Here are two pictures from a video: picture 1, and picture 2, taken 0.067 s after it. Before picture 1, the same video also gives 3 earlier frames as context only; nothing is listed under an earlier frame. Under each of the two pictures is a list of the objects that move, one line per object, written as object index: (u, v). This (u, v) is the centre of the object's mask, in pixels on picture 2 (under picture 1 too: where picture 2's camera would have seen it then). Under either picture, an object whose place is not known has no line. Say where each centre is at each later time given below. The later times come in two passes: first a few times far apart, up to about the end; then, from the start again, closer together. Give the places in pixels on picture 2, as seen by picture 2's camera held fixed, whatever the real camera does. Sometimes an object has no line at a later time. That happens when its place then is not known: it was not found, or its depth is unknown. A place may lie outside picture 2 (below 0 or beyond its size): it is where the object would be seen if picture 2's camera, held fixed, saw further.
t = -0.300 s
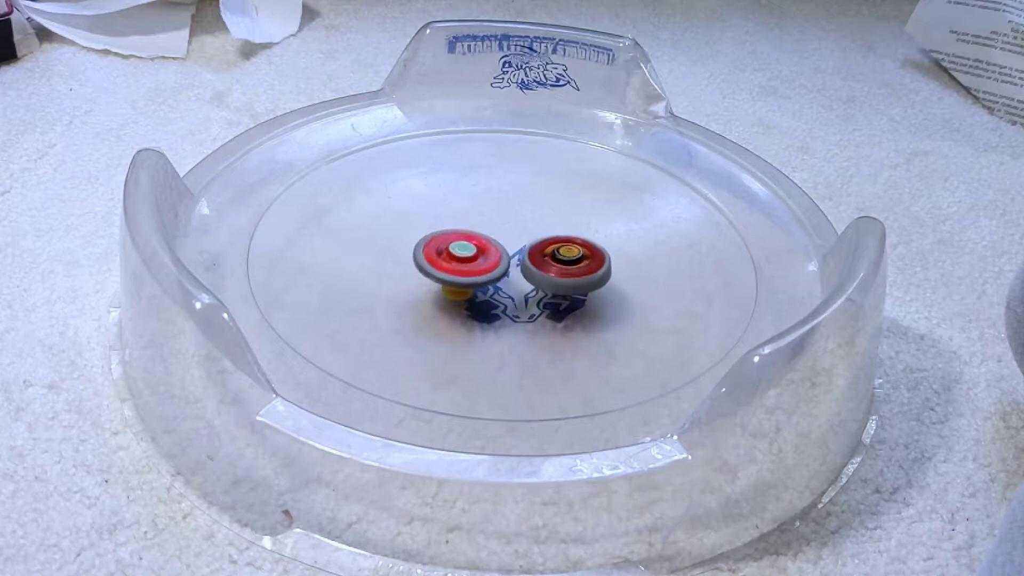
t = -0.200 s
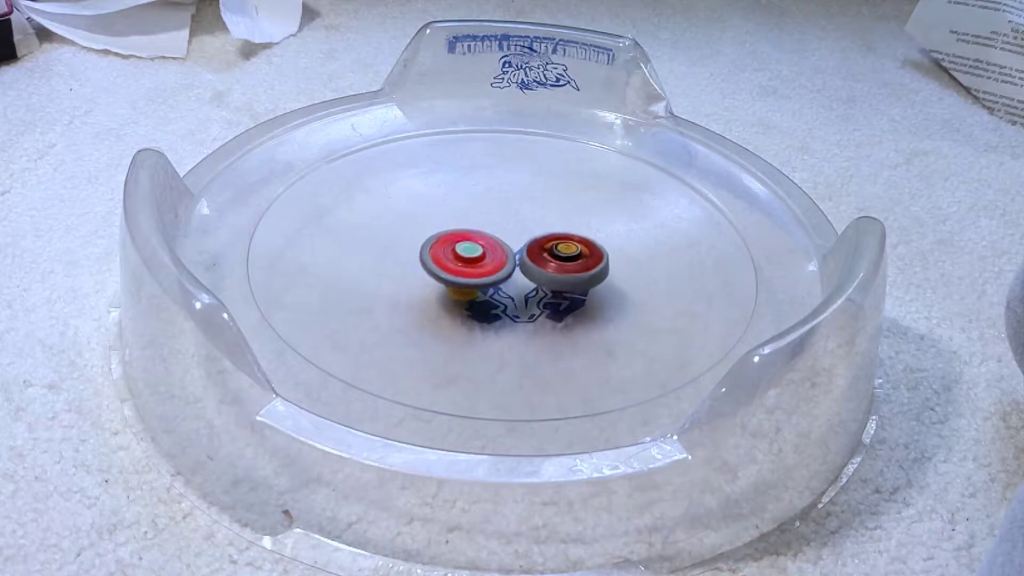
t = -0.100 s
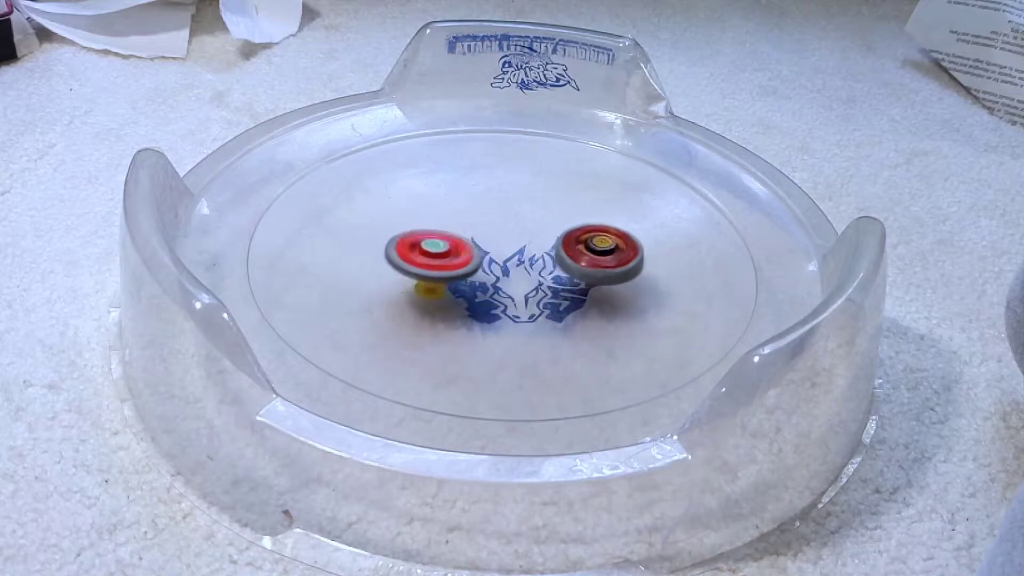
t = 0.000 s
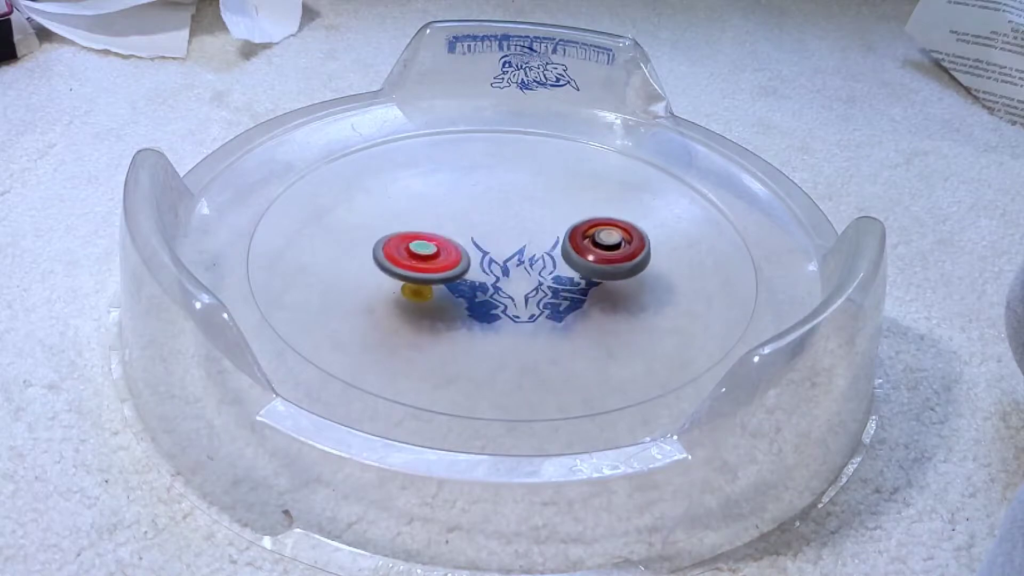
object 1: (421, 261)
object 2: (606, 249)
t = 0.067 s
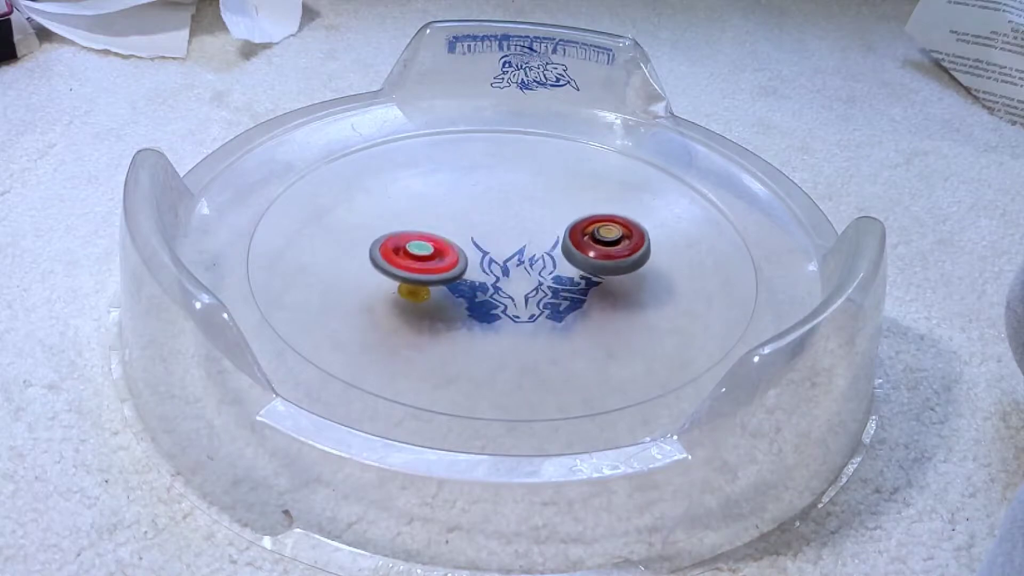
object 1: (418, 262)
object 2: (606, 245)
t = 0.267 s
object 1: (423, 262)
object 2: (599, 236)
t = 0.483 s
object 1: (454, 261)
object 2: (577, 232)
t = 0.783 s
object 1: (496, 266)
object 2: (548, 223)
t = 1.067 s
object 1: (520, 272)
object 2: (513, 216)
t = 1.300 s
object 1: (530, 273)
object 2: (486, 216)
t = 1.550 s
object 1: (530, 268)
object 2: (462, 220)
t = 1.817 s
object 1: (528, 260)
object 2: (439, 229)
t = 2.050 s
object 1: (522, 257)
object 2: (431, 240)
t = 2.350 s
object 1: (539, 254)
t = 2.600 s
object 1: (545, 256)
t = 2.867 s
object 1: (533, 258)
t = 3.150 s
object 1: (539, 247)
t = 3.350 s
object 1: (534, 243)
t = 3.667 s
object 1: (517, 241)
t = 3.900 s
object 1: (503, 236)
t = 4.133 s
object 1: (491, 237)
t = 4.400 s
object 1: (477, 235)
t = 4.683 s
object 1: (473, 234)
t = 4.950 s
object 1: (478, 242)
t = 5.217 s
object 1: (467, 245)
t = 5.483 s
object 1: (470, 247)
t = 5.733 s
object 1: (469, 245)
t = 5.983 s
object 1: (469, 241)
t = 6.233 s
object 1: (468, 239)
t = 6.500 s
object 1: (472, 236)
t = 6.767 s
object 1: (471, 234)
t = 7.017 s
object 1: (463, 234)
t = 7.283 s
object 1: (457, 238)
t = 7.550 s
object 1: (446, 242)
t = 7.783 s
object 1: (448, 246)
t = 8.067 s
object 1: (442, 250)
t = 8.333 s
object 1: (439, 257)
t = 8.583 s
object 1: (448, 266)
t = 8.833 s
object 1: (463, 274)
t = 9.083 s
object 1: (479, 280)
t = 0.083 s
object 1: (417, 262)
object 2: (606, 244)
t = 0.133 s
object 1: (418, 262)
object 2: (605, 242)
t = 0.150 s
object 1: (418, 262)
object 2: (604, 241)
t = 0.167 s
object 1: (418, 262)
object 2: (604, 240)
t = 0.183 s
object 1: (418, 262)
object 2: (603, 239)
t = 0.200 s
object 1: (419, 262)
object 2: (603, 239)
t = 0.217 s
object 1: (420, 262)
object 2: (602, 238)
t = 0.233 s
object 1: (420, 262)
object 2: (601, 238)
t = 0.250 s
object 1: (421, 262)
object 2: (600, 237)
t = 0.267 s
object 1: (423, 262)
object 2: (599, 236)
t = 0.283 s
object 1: (425, 262)
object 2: (597, 236)
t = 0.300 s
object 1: (426, 262)
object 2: (596, 235)
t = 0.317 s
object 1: (428, 262)
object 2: (595, 235)
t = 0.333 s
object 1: (430, 262)
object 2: (593, 234)
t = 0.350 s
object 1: (433, 262)
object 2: (592, 234)
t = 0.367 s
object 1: (435, 262)
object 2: (590, 234)
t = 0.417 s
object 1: (443, 262)
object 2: (585, 233)
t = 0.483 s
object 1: (454, 261)
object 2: (577, 232)
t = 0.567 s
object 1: (469, 260)
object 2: (566, 231)
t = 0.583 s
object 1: (473, 260)
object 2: (563, 231)
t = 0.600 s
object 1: (476, 260)
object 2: (561, 231)
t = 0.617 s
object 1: (479, 260)
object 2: (559, 231)
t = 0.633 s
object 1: (482, 259)
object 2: (557, 230)
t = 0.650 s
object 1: (485, 259)
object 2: (556, 230)
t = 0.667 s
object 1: (486, 260)
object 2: (556, 229)
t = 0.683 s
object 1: (488, 260)
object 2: (555, 228)
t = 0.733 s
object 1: (491, 263)
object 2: (552, 225)
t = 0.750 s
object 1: (493, 264)
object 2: (551, 224)
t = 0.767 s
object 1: (494, 265)
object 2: (550, 223)
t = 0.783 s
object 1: (496, 266)
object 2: (548, 223)
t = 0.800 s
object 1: (498, 267)
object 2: (546, 222)
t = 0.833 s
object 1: (501, 268)
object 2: (542, 221)
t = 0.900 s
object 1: (506, 269)
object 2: (534, 219)
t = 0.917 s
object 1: (508, 270)
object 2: (531, 218)
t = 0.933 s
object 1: (509, 271)
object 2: (529, 218)
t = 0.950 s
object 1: (511, 271)
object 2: (527, 218)
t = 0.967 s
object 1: (512, 271)
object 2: (525, 218)
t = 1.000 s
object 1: (515, 272)
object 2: (521, 217)
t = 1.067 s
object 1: (520, 272)
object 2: (513, 216)
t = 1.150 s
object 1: (526, 273)
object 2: (503, 216)
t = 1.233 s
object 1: (528, 273)
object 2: (493, 216)
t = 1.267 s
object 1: (529, 273)
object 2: (490, 215)
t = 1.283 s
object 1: (529, 273)
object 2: (488, 215)
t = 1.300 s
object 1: (530, 273)
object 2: (486, 216)
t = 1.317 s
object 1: (530, 273)
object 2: (484, 216)
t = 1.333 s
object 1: (530, 273)
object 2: (483, 216)
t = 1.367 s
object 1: (530, 272)
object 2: (479, 216)
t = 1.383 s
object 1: (530, 272)
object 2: (478, 216)
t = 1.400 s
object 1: (531, 272)
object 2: (476, 217)
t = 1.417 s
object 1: (531, 271)
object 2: (474, 217)
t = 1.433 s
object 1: (531, 271)
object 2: (473, 217)
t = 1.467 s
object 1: (531, 270)
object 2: (470, 218)
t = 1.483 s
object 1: (531, 270)
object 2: (468, 218)
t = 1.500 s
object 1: (531, 270)
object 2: (466, 218)
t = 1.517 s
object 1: (530, 269)
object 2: (465, 219)
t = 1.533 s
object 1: (530, 269)
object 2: (463, 219)
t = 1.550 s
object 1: (530, 268)
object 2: (462, 220)
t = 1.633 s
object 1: (527, 264)
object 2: (455, 223)
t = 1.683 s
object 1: (525, 263)
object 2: (451, 225)
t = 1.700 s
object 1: (524, 262)
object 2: (450, 226)
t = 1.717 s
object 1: (523, 261)
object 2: (449, 227)
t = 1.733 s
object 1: (524, 261)
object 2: (447, 227)
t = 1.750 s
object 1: (526, 261)
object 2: (444, 227)
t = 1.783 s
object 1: (528, 261)
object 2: (441, 228)
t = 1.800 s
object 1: (528, 260)
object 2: (440, 228)
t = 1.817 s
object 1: (528, 260)
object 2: (439, 229)
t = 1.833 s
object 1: (528, 260)
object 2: (438, 229)
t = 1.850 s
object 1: (528, 259)
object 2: (437, 230)
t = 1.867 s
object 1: (528, 259)
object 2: (436, 231)
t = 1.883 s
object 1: (527, 259)
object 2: (435, 232)
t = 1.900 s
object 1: (527, 259)
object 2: (435, 232)
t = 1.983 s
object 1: (525, 258)
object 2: (432, 236)
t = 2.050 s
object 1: (522, 257)
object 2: (431, 240)
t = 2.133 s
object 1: (522, 256)
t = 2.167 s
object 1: (522, 256)
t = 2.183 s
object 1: (522, 256)
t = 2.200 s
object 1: (521, 256)
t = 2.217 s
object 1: (521, 256)
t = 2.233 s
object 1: (526, 255)
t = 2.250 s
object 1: (530, 255)
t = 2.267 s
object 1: (532, 255)
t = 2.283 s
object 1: (534, 255)
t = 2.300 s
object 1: (535, 254)
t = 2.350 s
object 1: (539, 254)
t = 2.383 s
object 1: (541, 254)
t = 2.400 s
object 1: (542, 254)
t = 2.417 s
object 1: (543, 254)
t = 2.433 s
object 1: (544, 254)
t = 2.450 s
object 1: (544, 255)
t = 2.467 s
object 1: (545, 255)
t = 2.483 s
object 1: (545, 255)
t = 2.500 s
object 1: (545, 255)
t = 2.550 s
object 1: (545, 255)
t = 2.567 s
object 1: (545, 255)
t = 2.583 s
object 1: (545, 255)
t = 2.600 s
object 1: (545, 256)
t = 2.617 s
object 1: (544, 256)
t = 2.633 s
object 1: (544, 256)
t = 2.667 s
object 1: (543, 256)
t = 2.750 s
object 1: (538, 258)
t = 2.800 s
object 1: (535, 258)
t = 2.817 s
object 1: (533, 259)
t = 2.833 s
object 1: (532, 259)
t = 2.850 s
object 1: (533, 258)
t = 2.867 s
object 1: (533, 258)
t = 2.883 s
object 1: (532, 258)
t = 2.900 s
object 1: (532, 257)
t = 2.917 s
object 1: (532, 257)
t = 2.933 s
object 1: (533, 256)
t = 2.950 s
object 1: (532, 256)
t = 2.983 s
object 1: (532, 255)
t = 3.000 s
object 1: (532, 255)
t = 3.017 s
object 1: (531, 255)
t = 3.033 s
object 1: (534, 253)
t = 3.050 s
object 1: (536, 251)
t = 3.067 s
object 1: (537, 251)
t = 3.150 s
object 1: (539, 247)
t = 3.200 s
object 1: (538, 245)
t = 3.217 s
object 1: (538, 245)
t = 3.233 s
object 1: (538, 245)
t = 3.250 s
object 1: (538, 244)
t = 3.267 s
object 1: (537, 244)
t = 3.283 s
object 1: (537, 243)
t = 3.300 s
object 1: (536, 243)
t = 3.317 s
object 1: (536, 243)
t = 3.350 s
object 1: (534, 243)
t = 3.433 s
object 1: (531, 243)
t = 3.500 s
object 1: (527, 243)
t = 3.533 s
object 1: (525, 243)
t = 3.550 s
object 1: (524, 243)
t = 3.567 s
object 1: (523, 243)
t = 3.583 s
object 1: (522, 242)
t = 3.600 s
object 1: (521, 242)
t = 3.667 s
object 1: (517, 241)
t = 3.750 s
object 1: (512, 238)
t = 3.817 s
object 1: (508, 236)
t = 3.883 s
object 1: (504, 236)
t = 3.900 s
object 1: (503, 236)
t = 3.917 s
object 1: (502, 235)
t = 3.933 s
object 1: (501, 235)
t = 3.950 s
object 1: (500, 235)
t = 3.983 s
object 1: (498, 235)
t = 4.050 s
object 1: (495, 235)
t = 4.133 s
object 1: (491, 237)
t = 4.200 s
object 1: (488, 237)
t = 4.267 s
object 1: (484, 238)
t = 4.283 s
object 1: (482, 239)
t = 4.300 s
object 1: (481, 239)
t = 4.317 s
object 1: (480, 238)
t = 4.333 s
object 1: (480, 237)
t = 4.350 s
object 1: (479, 238)
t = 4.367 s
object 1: (479, 236)
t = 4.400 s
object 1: (477, 235)
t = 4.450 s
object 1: (476, 234)
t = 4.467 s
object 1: (475, 234)
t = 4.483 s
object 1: (475, 234)
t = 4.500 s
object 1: (474, 234)
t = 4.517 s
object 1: (474, 233)
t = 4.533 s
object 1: (474, 233)
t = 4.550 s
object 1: (473, 234)
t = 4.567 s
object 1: (473, 233)
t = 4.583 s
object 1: (473, 234)
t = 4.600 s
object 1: (473, 233)
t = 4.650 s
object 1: (473, 234)
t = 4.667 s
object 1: (473, 234)
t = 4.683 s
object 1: (473, 234)
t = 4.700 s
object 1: (473, 234)
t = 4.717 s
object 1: (474, 235)
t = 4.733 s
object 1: (474, 235)
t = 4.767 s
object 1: (475, 236)
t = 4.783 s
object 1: (475, 236)
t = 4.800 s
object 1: (475, 236)
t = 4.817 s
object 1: (476, 237)
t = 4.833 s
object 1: (476, 237)
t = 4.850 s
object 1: (476, 238)
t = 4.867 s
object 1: (476, 238)
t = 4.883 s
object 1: (477, 239)
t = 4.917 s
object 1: (478, 241)
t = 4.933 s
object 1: (478, 241)
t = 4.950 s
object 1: (478, 242)
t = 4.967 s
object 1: (477, 242)
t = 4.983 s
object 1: (477, 242)
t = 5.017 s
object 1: (475, 243)
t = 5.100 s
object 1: (474, 246)
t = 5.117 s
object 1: (473, 246)
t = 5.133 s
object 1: (471, 245)
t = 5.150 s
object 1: (470, 245)
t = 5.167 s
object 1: (469, 245)
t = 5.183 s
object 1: (468, 245)
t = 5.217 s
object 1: (467, 245)
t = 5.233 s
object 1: (467, 246)
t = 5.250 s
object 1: (466, 245)
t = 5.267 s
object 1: (466, 245)
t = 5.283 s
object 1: (466, 246)
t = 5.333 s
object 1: (466, 246)
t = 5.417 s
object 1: (467, 246)
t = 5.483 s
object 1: (470, 247)
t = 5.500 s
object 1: (470, 247)
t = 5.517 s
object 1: (471, 248)
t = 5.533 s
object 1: (471, 248)
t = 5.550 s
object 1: (472, 248)
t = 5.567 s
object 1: (472, 248)
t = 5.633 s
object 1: (470, 246)
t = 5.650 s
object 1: (470, 246)
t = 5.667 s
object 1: (470, 246)
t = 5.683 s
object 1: (469, 246)
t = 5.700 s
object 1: (468, 245)
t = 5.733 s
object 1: (469, 245)
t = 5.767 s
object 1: (469, 245)
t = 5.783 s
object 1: (469, 245)
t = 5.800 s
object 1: (470, 244)
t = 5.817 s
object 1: (470, 244)
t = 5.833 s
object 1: (470, 244)
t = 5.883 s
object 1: (472, 244)
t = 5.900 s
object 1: (472, 243)
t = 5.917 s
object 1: (473, 243)
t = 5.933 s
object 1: (474, 243)
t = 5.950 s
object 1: (474, 243)
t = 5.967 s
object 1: (473, 243)
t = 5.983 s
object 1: (469, 241)
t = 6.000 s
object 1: (467, 240)
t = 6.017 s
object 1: (467, 240)
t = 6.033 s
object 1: (466, 240)
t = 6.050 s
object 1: (465, 240)
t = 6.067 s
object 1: (465, 240)
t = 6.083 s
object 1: (465, 239)
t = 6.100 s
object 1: (466, 240)
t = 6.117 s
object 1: (465, 240)
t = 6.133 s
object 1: (465, 239)
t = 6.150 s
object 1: (465, 239)
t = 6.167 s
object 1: (466, 239)
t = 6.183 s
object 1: (466, 239)
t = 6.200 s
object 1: (467, 239)
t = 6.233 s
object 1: (468, 239)
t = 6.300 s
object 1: (472, 239)
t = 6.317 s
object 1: (473, 239)
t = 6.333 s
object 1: (474, 239)
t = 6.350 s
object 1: (473, 238)
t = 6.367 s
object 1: (473, 238)
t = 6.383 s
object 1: (474, 239)
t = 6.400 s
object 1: (475, 238)
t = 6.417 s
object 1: (475, 238)
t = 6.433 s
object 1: (475, 238)
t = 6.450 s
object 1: (475, 238)
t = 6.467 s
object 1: (475, 238)
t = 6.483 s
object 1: (473, 237)
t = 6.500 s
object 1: (472, 236)
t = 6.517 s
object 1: (472, 235)
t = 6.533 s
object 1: (472, 235)
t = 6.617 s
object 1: (471, 234)
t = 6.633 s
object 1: (470, 234)
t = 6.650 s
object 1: (470, 234)
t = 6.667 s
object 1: (471, 234)
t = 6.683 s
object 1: (471, 234)
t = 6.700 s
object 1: (470, 234)
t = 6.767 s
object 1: (471, 234)
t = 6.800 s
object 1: (470, 234)
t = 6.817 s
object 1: (470, 234)
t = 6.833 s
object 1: (470, 234)
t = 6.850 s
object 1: (469, 234)
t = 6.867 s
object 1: (468, 234)
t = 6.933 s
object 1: (467, 234)
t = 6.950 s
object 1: (467, 234)
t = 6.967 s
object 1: (465, 234)
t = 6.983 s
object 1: (463, 234)
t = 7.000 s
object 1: (463, 233)
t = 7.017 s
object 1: (463, 234)
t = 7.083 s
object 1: (462, 235)
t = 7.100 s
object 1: (462, 235)
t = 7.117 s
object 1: (462, 235)
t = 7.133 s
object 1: (461, 235)
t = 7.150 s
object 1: (462, 236)
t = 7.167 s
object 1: (462, 236)
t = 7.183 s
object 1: (460, 236)
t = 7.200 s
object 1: (459, 236)
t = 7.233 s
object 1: (458, 237)
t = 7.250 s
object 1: (457, 237)
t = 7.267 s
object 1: (457, 238)
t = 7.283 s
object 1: (457, 238)
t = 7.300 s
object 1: (457, 238)
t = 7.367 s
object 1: (450, 239)
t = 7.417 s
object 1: (447, 240)
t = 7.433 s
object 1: (447, 240)
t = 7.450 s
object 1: (446, 240)
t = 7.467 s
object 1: (446, 240)
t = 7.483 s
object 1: (446, 241)
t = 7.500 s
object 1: (446, 241)
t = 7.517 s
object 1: (446, 241)
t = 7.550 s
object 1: (446, 242)
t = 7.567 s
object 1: (446, 242)
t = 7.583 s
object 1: (447, 242)
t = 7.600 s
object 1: (448, 243)
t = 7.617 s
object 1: (449, 243)
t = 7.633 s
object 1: (449, 244)
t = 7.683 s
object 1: (447, 244)
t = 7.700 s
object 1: (448, 245)
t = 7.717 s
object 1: (448, 245)
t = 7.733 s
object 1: (448, 246)
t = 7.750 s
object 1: (449, 246)
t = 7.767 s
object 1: (449, 246)
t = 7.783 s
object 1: (448, 246)
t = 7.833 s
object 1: (444, 247)
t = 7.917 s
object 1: (441, 248)
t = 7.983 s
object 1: (441, 249)
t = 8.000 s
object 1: (441, 249)
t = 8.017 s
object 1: (441, 249)
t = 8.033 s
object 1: (441, 249)
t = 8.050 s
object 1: (441, 250)
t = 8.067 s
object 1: (442, 250)
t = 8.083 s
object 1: (443, 250)
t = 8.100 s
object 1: (444, 250)
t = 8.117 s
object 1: (445, 251)
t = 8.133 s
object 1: (446, 251)
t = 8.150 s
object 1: (442, 251)
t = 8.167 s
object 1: (439, 252)
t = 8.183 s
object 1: (438, 252)
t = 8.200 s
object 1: (438, 253)
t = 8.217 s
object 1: (437, 253)
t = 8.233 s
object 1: (437, 254)
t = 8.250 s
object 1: (437, 254)
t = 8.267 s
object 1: (437, 255)
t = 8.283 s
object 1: (437, 255)
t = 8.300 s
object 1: (438, 256)
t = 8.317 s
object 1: (438, 256)
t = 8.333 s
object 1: (439, 257)
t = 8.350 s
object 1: (439, 257)
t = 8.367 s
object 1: (440, 257)
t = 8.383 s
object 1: (441, 258)
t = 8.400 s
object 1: (442, 258)
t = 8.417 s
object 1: (443, 259)
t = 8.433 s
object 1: (444, 259)
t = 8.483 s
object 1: (449, 261)
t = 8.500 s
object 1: (450, 261)
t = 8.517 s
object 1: (452, 262)
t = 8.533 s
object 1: (451, 263)
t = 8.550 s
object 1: (448, 264)
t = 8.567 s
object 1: (447, 265)
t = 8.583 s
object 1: (448, 266)
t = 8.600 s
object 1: (449, 266)
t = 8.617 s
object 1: (448, 267)
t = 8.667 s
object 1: (451, 269)
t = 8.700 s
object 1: (452, 270)
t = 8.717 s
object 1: (454, 271)
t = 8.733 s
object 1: (454, 271)
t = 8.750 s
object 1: (455, 272)
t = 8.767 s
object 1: (457, 272)
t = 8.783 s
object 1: (458, 273)
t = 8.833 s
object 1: (463, 274)
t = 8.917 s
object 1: (471, 275)
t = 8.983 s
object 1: (473, 278)
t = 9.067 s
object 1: (478, 280)
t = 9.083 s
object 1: (479, 280)
